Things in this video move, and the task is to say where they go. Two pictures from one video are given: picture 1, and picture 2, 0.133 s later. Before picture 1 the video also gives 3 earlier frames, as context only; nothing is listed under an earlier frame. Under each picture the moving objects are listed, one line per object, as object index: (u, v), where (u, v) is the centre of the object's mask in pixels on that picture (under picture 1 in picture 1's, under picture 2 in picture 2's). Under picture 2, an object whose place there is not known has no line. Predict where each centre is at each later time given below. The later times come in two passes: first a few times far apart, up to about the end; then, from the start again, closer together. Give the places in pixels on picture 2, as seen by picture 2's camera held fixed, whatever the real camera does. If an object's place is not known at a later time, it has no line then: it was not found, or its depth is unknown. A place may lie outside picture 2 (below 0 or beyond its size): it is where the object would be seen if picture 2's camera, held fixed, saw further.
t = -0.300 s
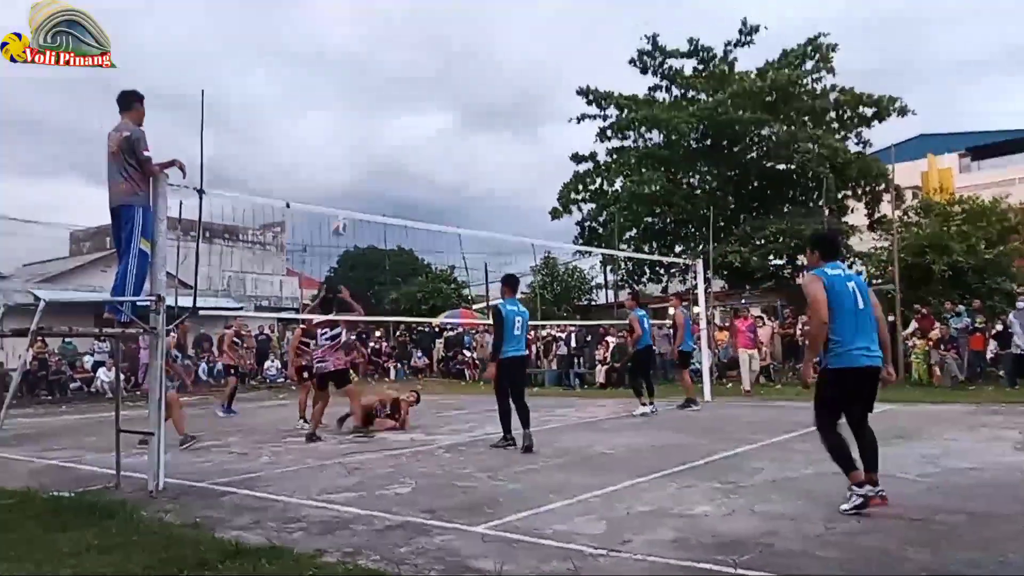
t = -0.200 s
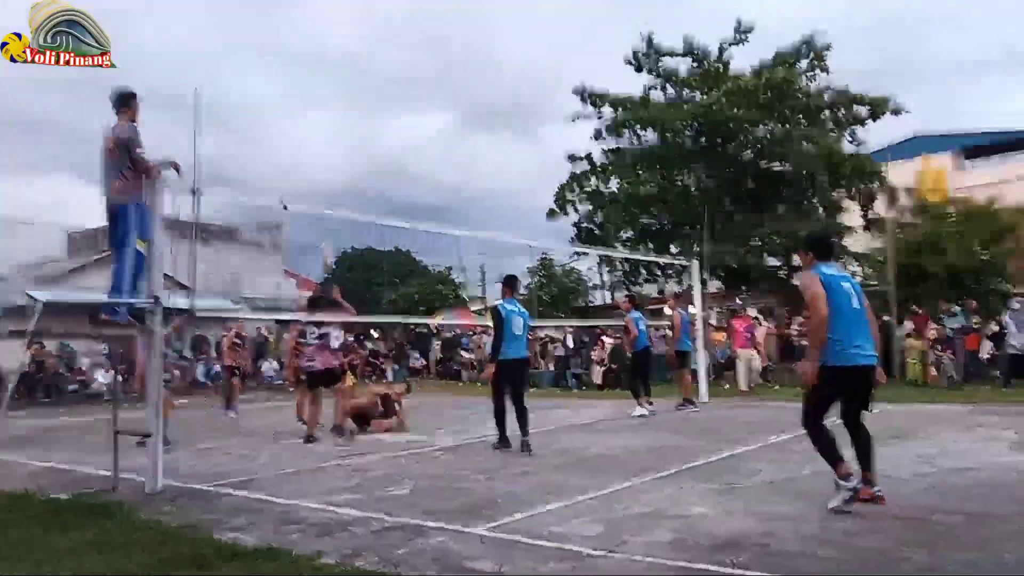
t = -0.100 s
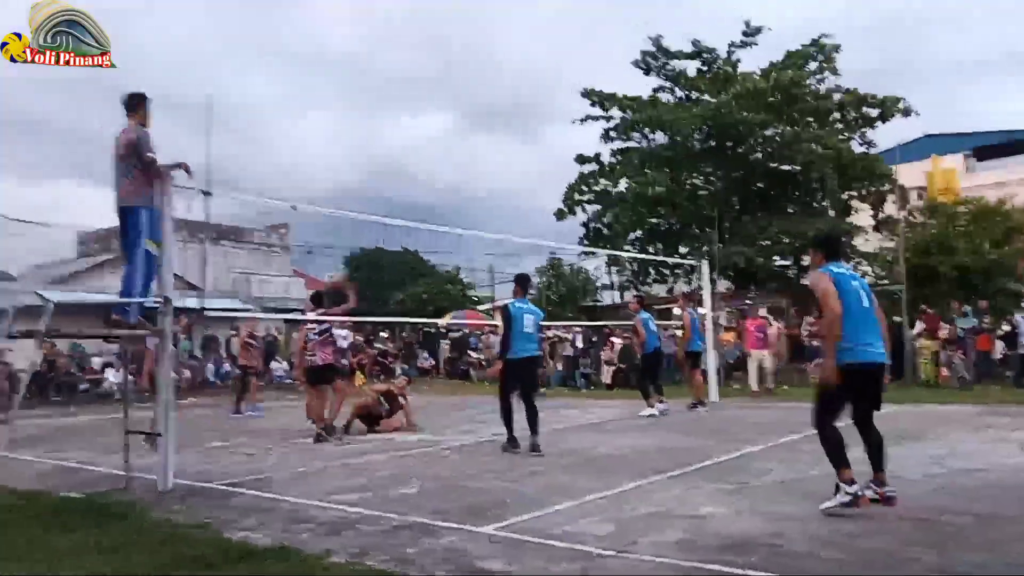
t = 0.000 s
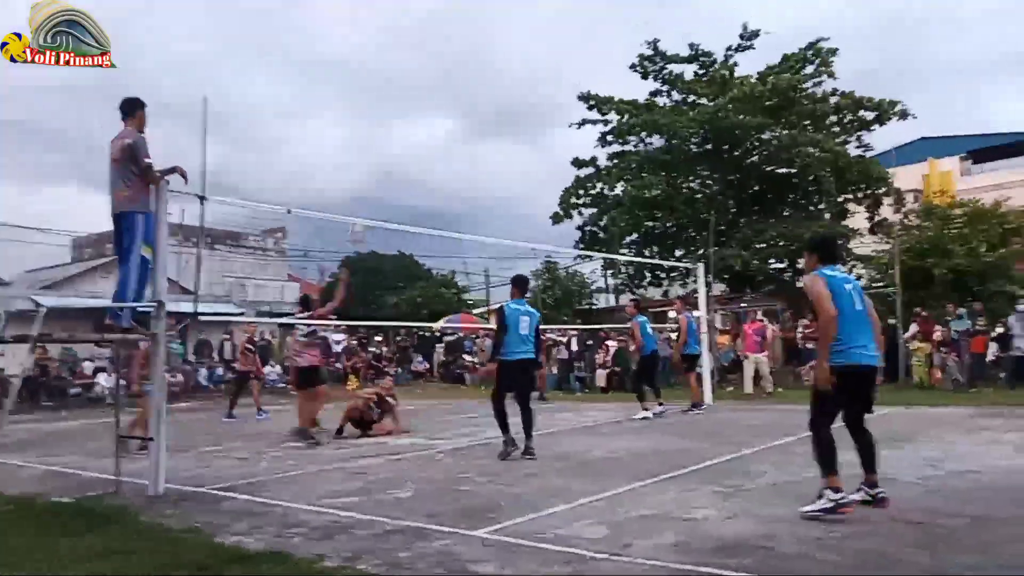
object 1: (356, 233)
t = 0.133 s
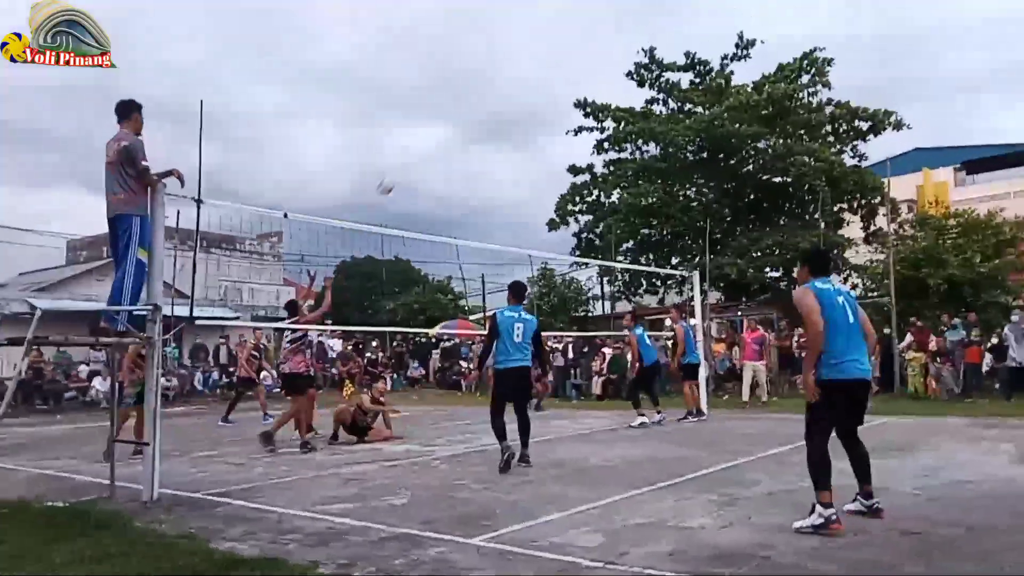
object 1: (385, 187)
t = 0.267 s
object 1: (414, 154)
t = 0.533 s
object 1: (465, 127)
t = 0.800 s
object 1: (509, 149)
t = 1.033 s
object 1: (543, 198)
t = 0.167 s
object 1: (393, 177)
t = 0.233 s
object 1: (407, 161)
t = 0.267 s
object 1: (414, 154)
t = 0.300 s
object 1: (420, 147)
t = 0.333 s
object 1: (428, 142)
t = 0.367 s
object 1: (435, 138)
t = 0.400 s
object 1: (441, 135)
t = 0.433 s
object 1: (446, 132)
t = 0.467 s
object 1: (453, 129)
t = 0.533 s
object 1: (465, 127)
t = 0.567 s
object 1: (470, 127)
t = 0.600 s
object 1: (477, 129)
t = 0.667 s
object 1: (487, 133)
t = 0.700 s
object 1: (493, 136)
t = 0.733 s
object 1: (498, 140)
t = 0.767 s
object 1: (503, 143)
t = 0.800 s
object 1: (509, 149)
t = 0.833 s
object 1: (514, 153)
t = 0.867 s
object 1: (519, 160)
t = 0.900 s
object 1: (524, 166)
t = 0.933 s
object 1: (529, 173)
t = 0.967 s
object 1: (534, 180)
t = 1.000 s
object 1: (538, 188)
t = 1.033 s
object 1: (543, 198)
